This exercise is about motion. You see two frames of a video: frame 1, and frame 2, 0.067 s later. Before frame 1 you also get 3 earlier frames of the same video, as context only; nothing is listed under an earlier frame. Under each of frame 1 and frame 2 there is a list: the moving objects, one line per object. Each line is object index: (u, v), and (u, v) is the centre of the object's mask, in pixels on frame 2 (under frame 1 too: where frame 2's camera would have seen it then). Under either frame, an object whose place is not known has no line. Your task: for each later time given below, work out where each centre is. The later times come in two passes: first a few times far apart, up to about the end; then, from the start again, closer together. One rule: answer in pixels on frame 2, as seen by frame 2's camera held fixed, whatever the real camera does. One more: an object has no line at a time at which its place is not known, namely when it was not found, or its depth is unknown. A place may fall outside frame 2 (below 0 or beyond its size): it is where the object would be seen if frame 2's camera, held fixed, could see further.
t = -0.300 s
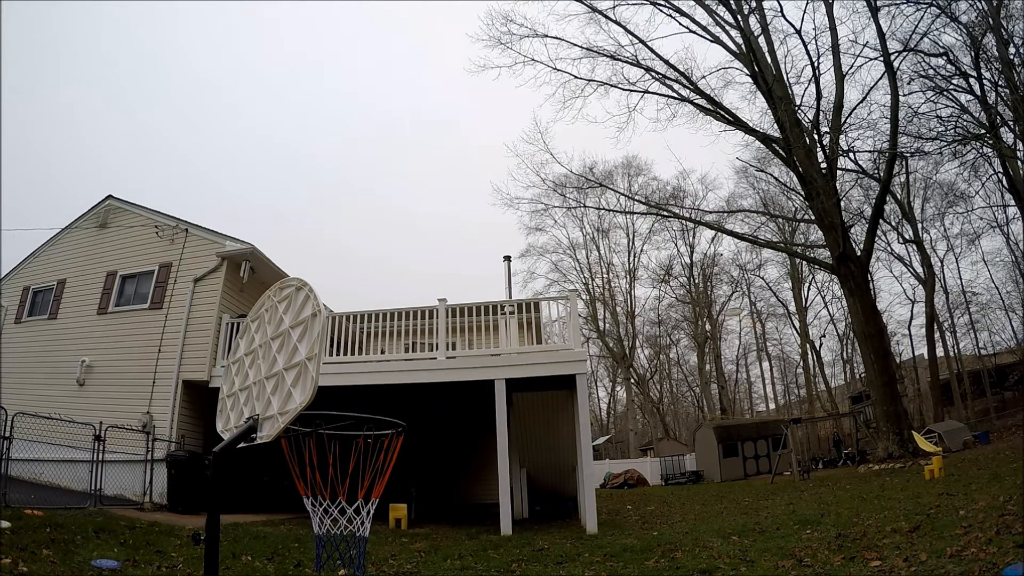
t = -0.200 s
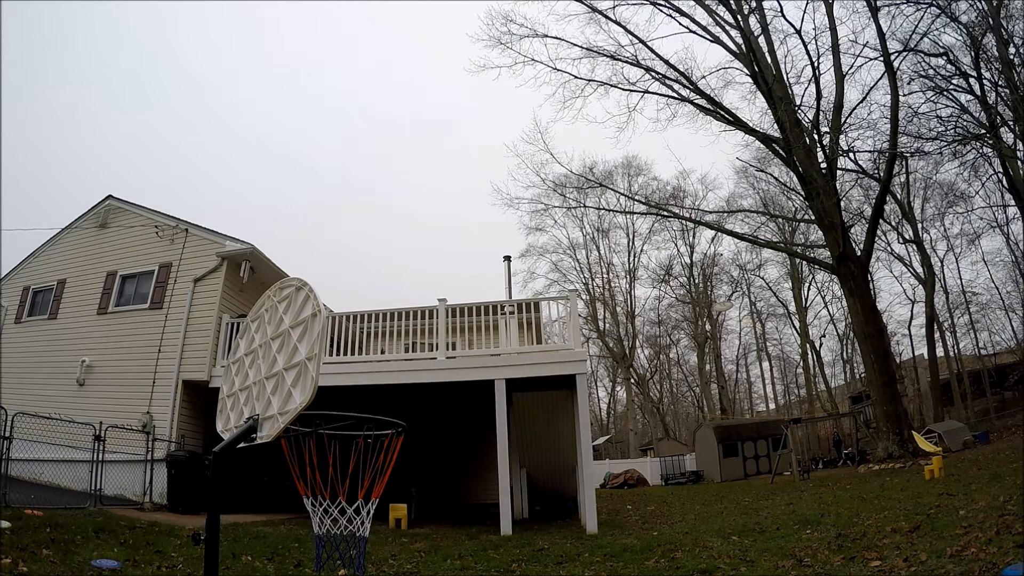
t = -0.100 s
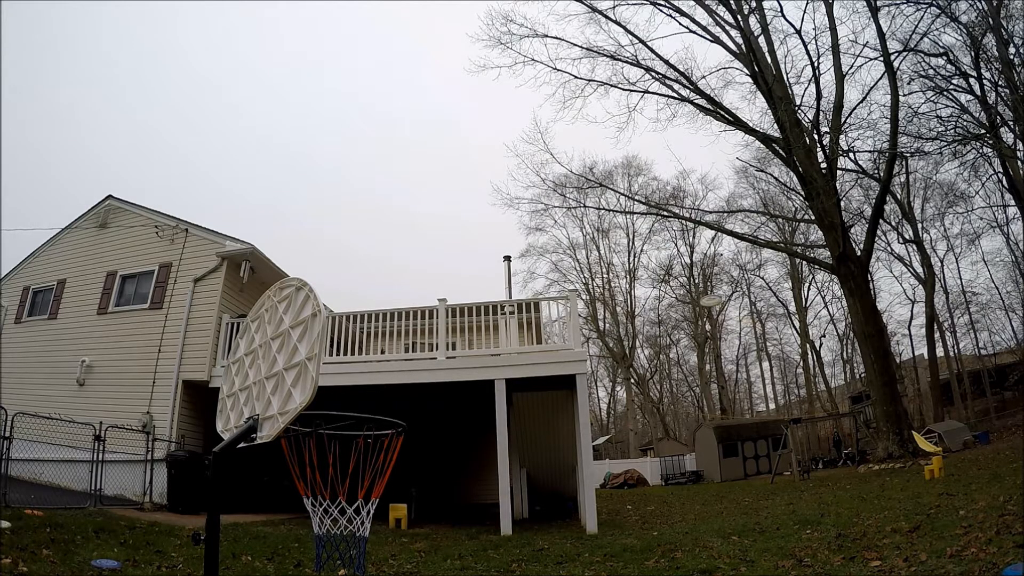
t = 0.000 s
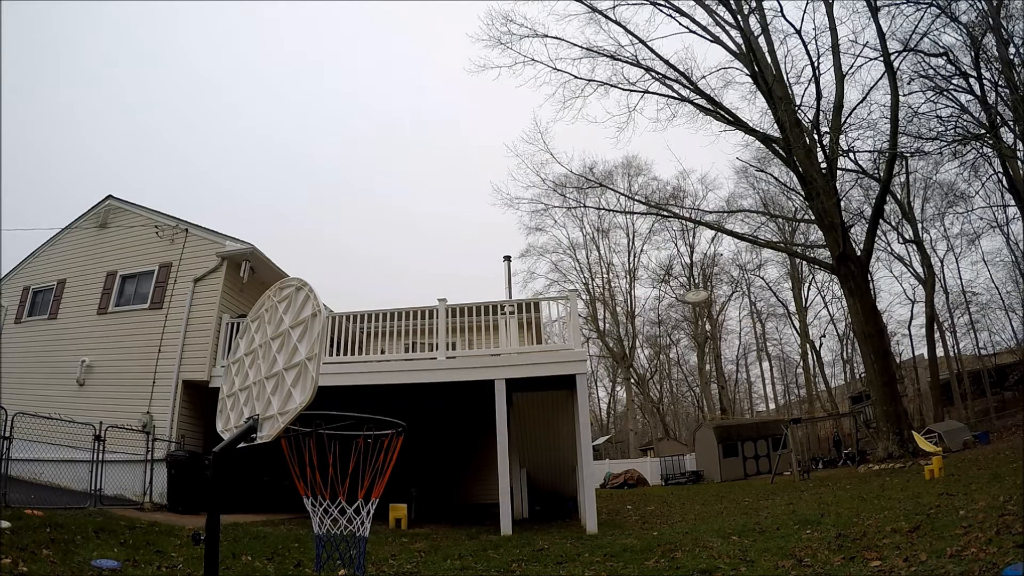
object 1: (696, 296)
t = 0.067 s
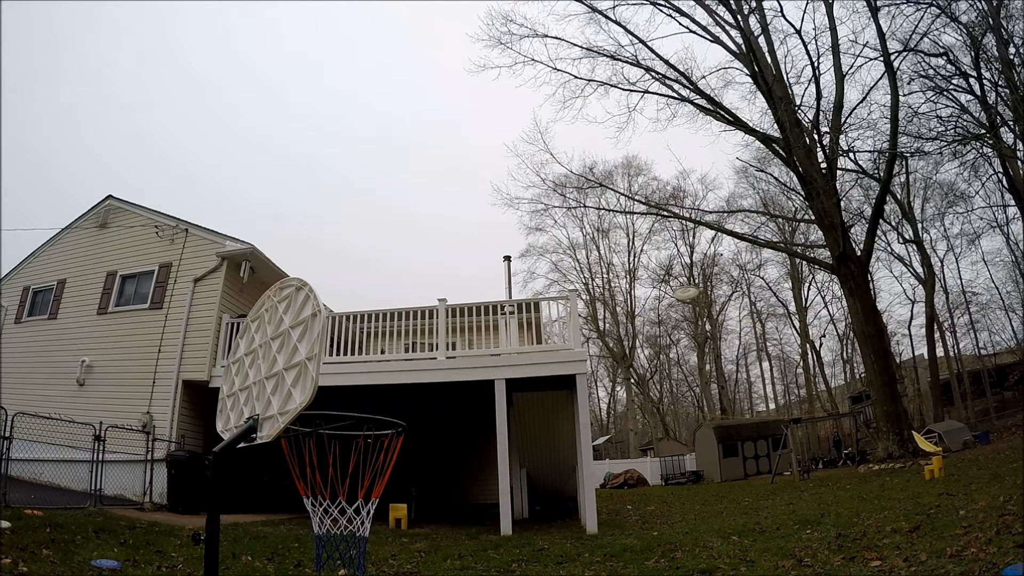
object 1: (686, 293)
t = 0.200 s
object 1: (660, 288)
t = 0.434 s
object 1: (591, 282)
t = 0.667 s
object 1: (450, 291)
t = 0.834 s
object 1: (331, 344)
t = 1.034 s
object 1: (334, 452)
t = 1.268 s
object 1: (373, 560)
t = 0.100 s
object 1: (680, 292)
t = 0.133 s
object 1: (674, 290)
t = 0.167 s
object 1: (667, 289)
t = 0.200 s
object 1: (660, 288)
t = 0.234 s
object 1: (652, 286)
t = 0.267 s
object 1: (644, 285)
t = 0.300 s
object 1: (636, 284)
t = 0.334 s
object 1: (626, 283)
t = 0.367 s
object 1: (615, 283)
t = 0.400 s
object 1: (604, 282)
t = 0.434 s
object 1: (591, 282)
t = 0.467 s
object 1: (577, 282)
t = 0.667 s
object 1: (450, 291)
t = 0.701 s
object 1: (418, 294)
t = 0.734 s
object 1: (383, 299)
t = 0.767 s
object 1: (349, 304)
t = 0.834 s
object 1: (331, 344)
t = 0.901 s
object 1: (323, 396)
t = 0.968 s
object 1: (317, 431)
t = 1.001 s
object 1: (323, 437)
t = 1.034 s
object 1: (334, 452)
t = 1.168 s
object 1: (376, 519)
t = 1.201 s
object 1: (375, 532)
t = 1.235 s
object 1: (378, 547)
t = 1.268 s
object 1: (373, 560)
